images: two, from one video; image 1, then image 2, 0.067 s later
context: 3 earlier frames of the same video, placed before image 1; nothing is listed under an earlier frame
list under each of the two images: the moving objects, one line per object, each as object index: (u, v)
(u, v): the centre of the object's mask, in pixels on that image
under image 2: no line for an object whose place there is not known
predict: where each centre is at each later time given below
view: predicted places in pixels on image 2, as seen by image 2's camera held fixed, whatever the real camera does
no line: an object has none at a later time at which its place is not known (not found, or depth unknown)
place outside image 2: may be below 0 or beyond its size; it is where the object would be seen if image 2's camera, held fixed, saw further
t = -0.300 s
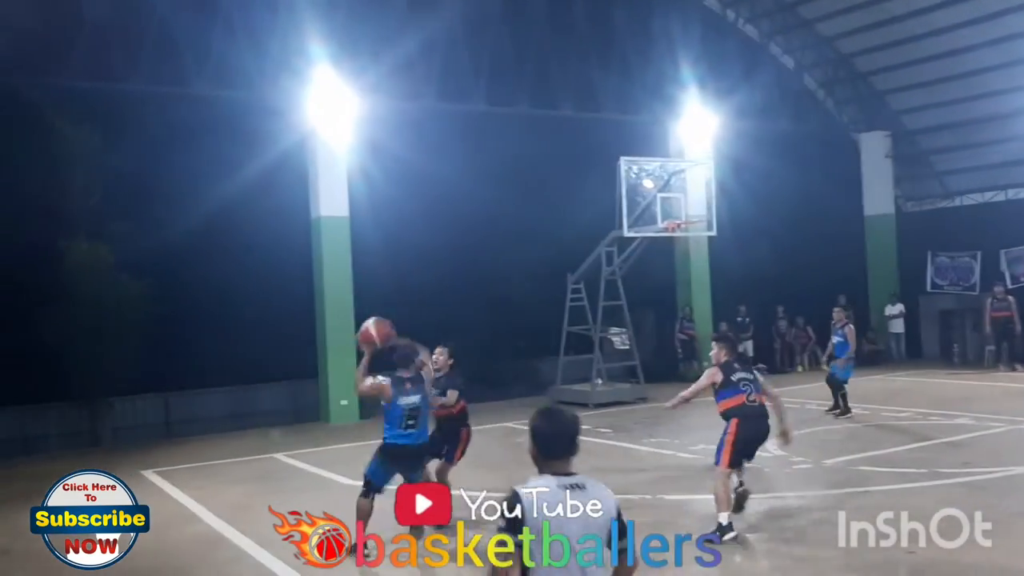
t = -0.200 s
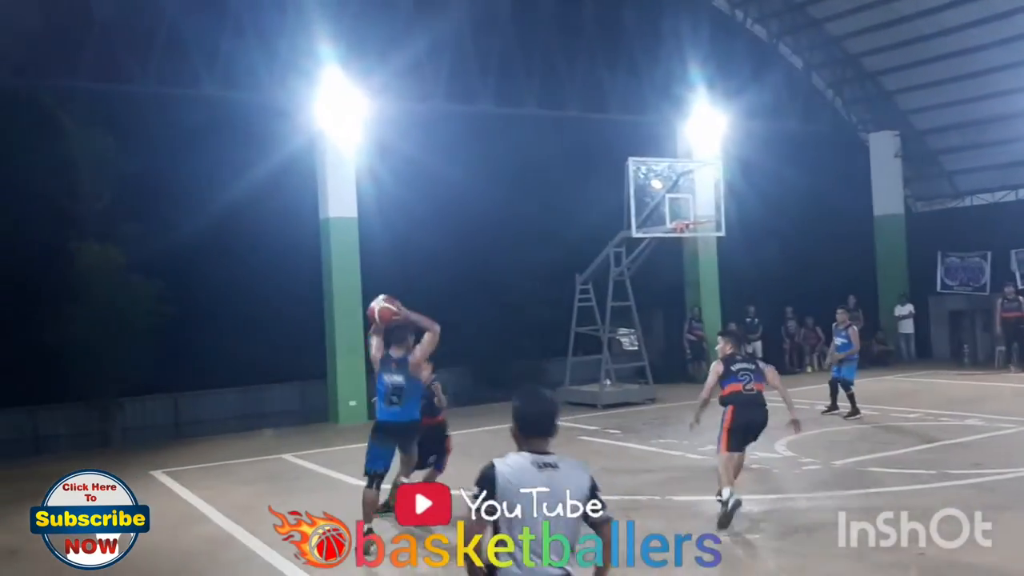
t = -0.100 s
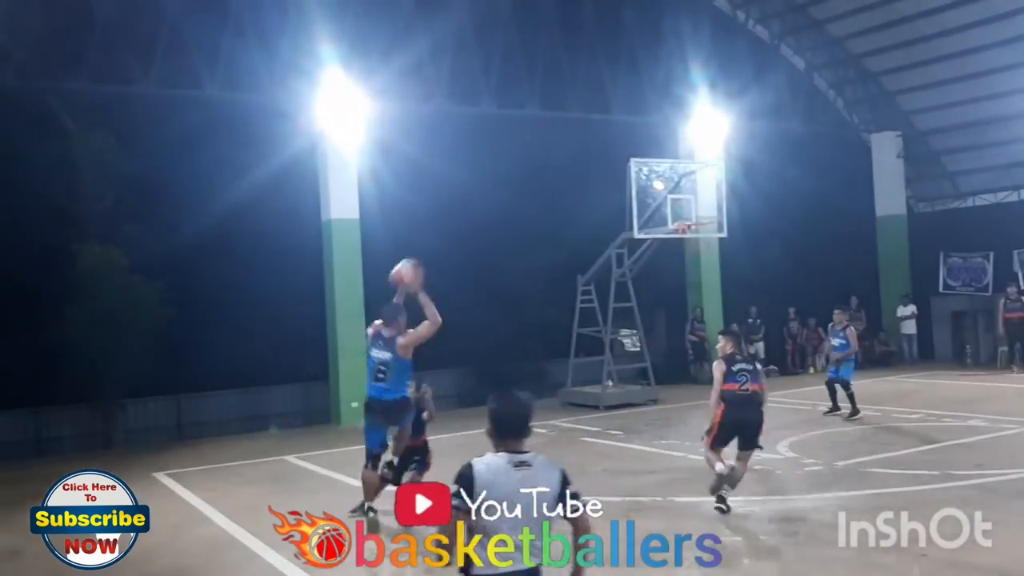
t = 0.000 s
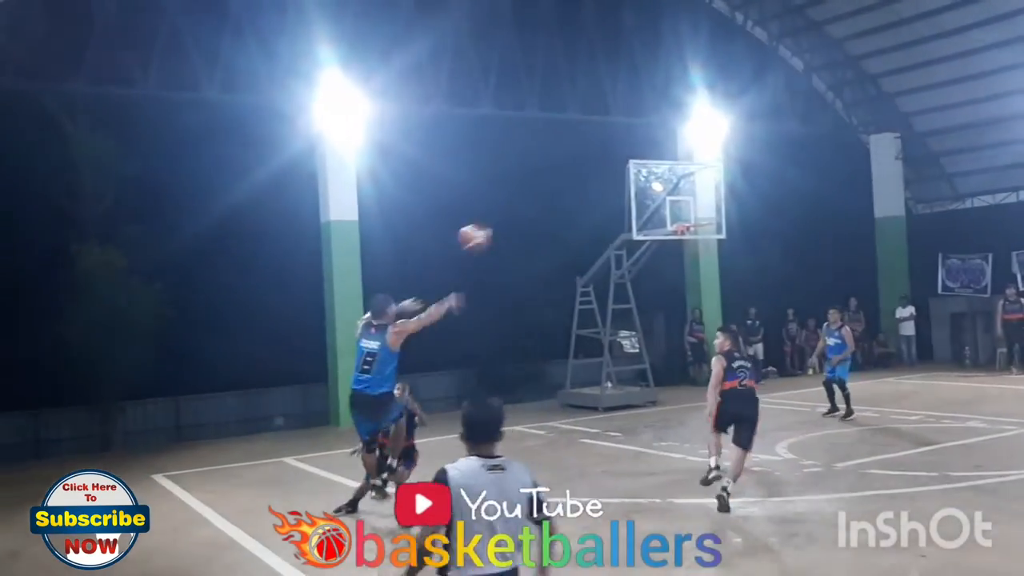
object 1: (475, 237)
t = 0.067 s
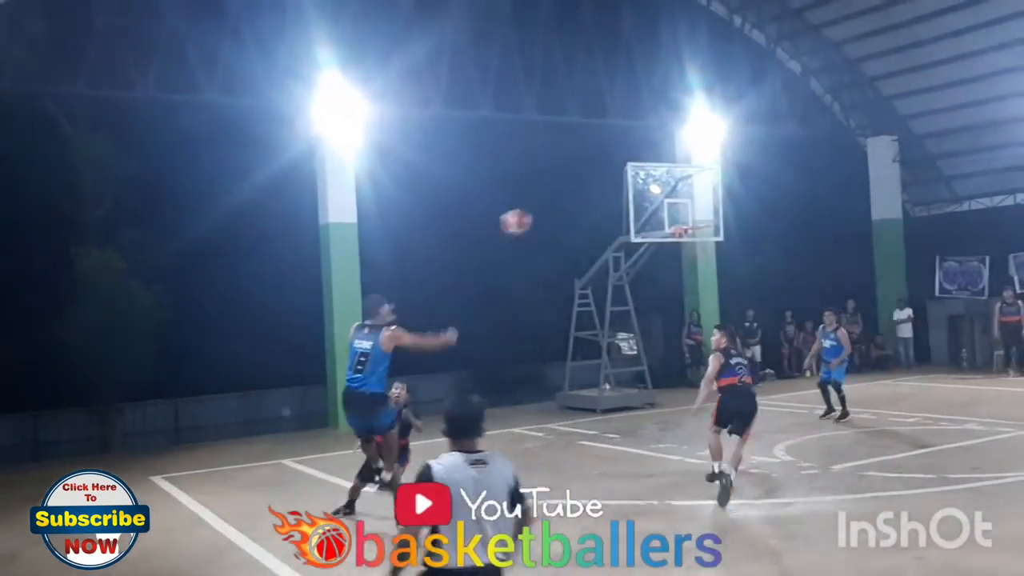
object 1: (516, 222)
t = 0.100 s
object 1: (535, 216)
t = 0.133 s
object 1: (554, 211)
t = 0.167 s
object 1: (571, 208)
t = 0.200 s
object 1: (588, 206)
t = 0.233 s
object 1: (603, 205)
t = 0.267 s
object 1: (618, 205)
